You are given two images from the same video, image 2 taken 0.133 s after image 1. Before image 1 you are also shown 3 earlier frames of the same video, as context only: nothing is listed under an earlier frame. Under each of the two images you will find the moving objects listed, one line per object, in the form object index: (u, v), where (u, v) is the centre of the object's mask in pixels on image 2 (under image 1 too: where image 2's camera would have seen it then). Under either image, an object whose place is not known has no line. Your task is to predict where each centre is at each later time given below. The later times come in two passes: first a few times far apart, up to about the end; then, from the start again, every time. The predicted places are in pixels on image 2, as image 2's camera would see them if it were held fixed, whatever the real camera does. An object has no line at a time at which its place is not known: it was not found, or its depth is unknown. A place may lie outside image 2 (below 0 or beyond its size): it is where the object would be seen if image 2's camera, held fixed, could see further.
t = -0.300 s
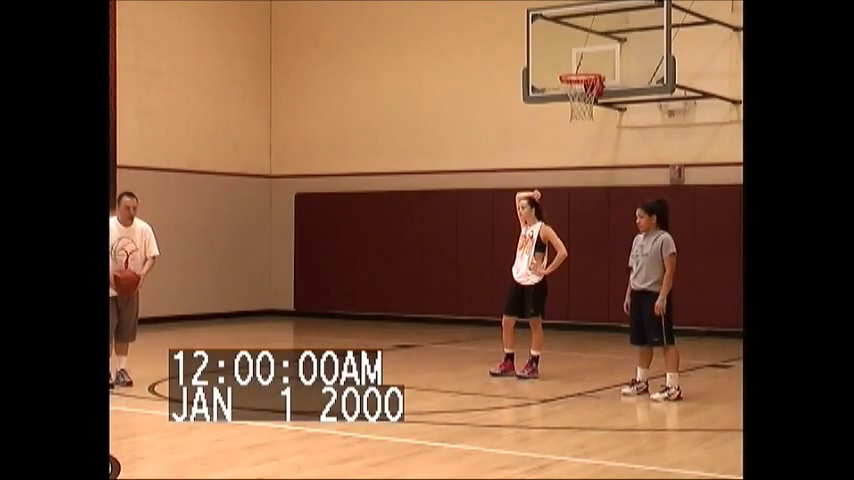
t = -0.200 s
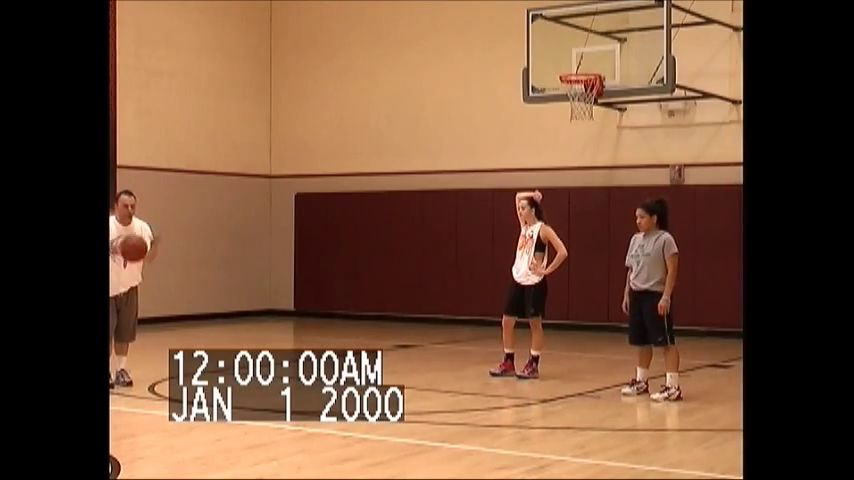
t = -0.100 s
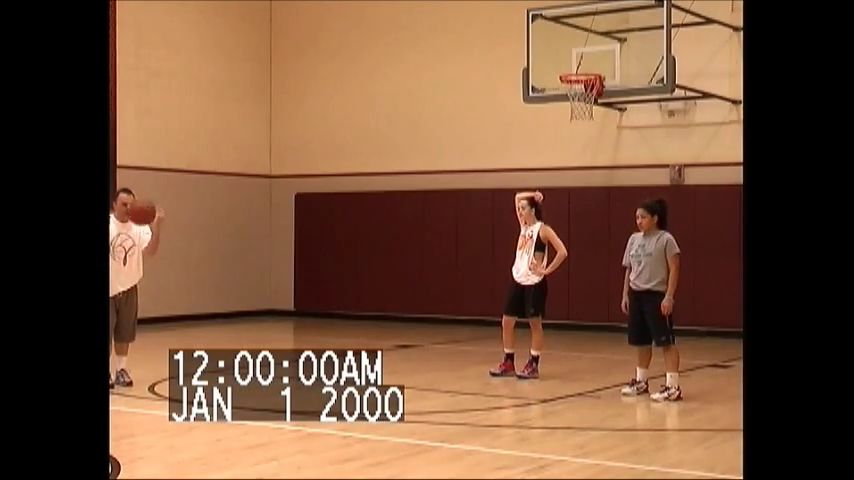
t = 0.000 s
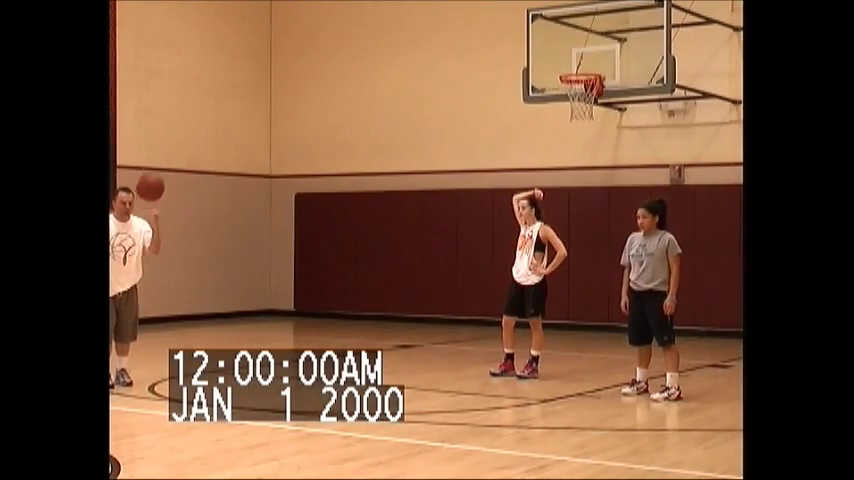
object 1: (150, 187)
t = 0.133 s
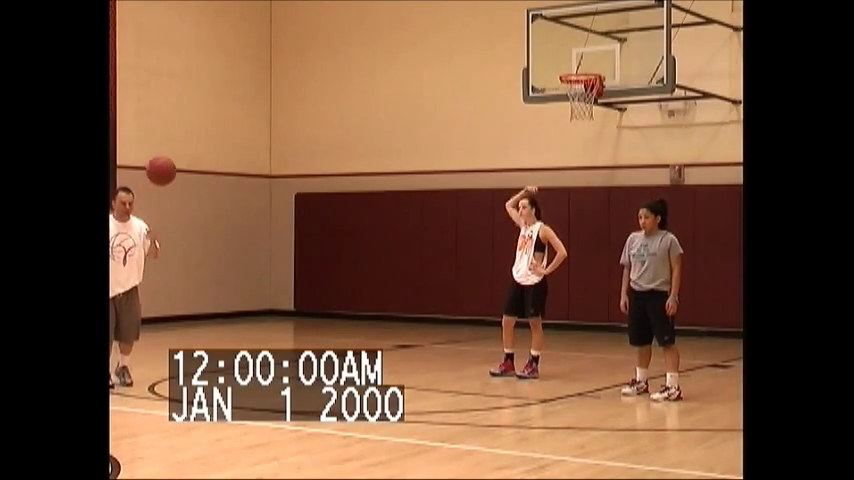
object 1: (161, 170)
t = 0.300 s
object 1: (175, 181)
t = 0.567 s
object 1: (199, 276)
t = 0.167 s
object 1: (163, 170)
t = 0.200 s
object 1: (166, 171)
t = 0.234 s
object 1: (169, 173)
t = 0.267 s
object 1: (172, 177)
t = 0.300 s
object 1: (175, 181)
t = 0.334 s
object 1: (178, 189)
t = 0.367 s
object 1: (181, 197)
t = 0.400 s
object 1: (184, 206)
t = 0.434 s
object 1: (187, 218)
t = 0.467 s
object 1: (191, 232)
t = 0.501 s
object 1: (193, 242)
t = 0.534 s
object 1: (196, 258)
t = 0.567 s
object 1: (199, 276)
